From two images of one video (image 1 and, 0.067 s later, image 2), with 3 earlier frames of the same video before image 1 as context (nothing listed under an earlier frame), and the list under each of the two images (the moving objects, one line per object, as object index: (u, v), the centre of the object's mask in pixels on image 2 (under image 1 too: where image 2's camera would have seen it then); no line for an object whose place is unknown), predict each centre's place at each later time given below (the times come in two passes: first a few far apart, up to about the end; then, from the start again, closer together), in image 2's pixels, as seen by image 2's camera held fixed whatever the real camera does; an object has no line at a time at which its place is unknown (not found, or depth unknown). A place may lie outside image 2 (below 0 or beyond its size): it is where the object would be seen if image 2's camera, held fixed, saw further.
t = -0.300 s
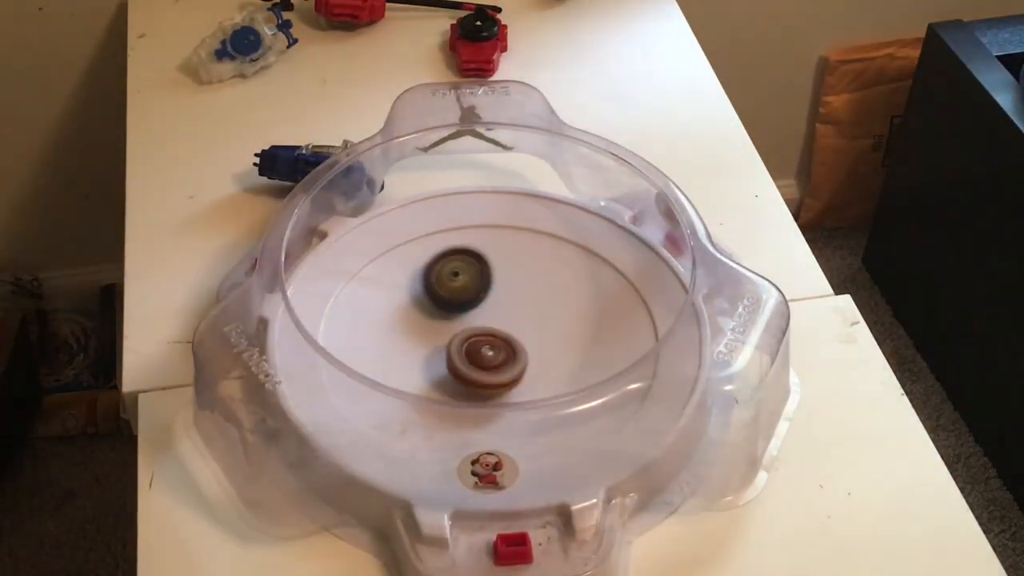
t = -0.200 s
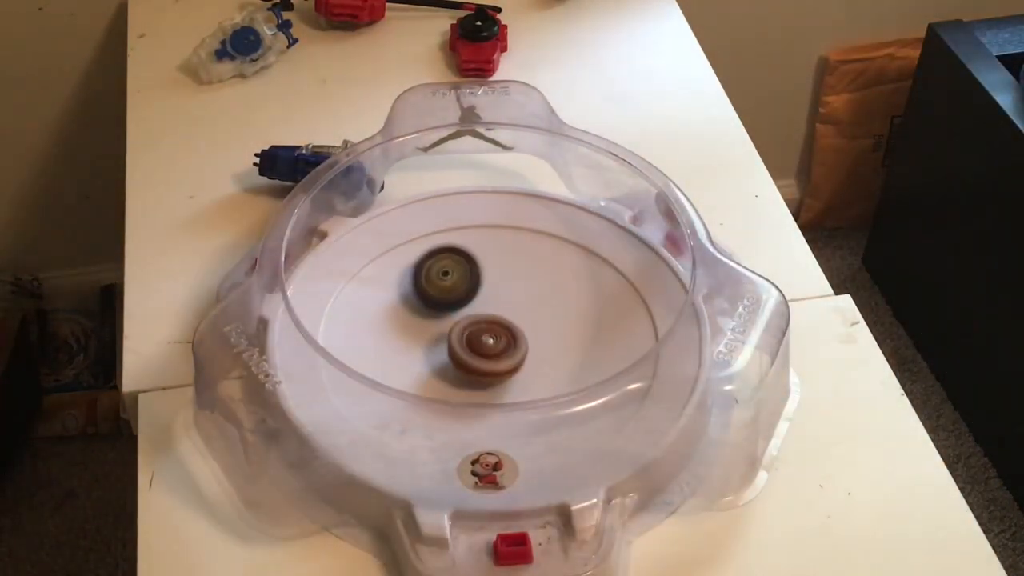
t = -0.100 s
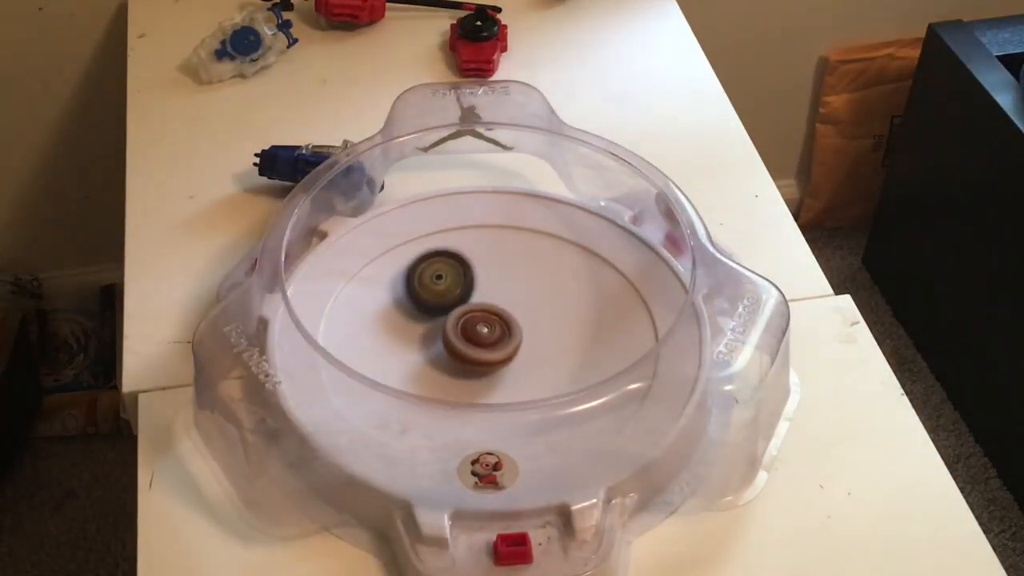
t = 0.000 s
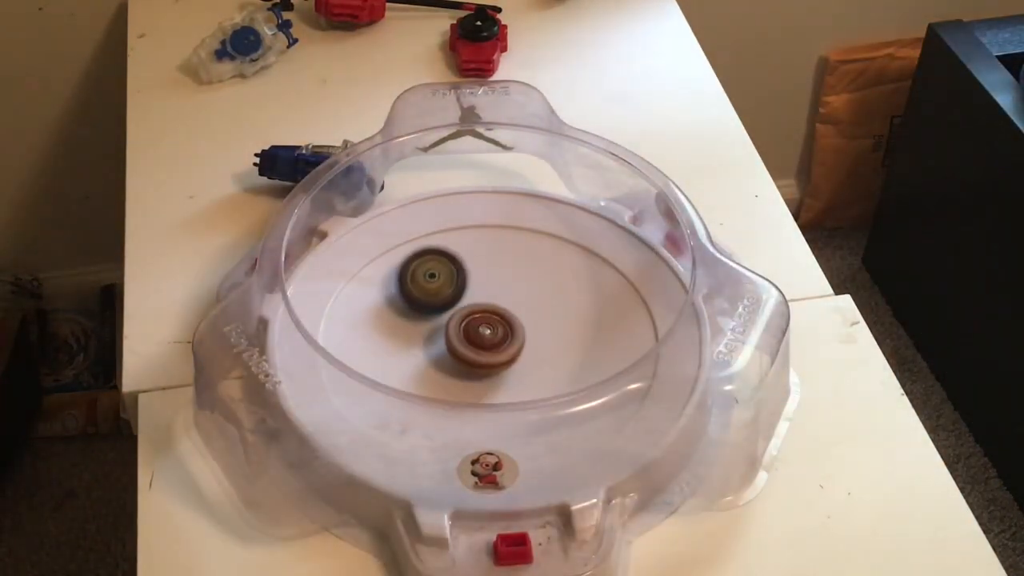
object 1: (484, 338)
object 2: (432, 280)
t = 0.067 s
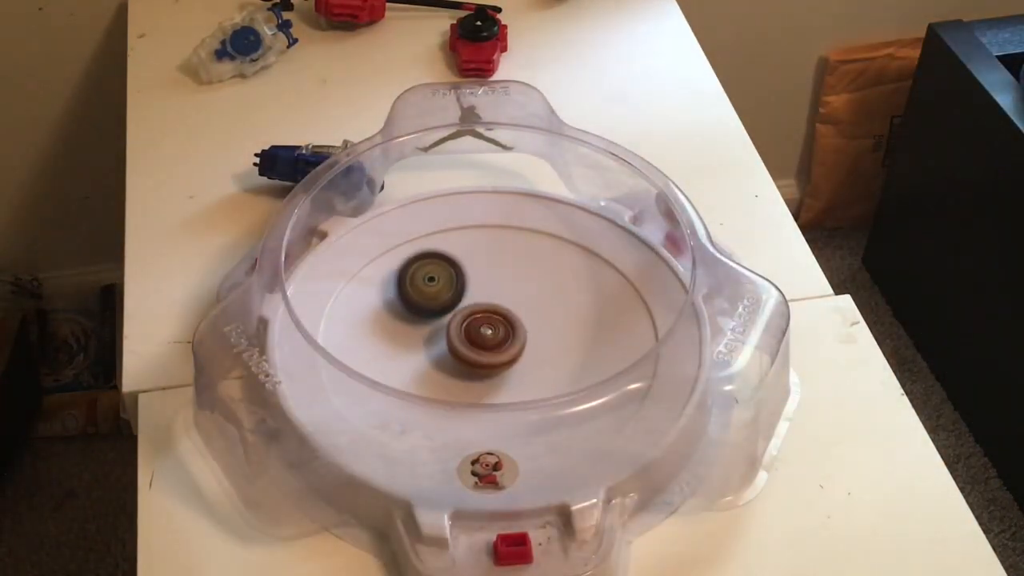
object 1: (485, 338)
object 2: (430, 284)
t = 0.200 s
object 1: (495, 339)
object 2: (425, 295)
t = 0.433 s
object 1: (518, 332)
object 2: (410, 316)
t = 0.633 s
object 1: (499, 325)
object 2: (419, 344)
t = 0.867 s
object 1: (503, 321)
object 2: (419, 365)
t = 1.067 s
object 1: (496, 325)
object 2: (447, 374)
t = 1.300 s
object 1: (514, 314)
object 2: (471, 380)
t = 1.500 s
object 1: (513, 316)
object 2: (499, 379)
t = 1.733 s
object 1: (507, 300)
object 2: (517, 383)
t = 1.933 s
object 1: (487, 304)
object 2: (538, 381)
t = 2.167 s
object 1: (445, 293)
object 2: (540, 381)
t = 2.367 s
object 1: (448, 323)
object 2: (532, 351)
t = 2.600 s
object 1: (388, 307)
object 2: (599, 336)
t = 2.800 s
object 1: (435, 327)
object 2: (552, 324)
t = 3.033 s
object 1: (447, 342)
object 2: (531, 289)
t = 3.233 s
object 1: (463, 343)
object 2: (501, 281)
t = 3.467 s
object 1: (484, 348)
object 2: (460, 281)
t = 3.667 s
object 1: (499, 348)
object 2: (436, 296)
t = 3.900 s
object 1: (505, 351)
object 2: (422, 325)
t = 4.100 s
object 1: (505, 351)
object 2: (421, 349)
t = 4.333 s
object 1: (512, 349)
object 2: (430, 362)
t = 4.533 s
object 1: (530, 338)
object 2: (442, 368)
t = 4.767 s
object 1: (533, 325)
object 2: (462, 374)
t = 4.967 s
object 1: (526, 319)
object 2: (480, 366)
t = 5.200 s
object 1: (515, 307)
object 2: (487, 363)
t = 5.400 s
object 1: (508, 302)
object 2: (487, 360)
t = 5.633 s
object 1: (493, 284)
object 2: (480, 361)
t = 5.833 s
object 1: (490, 285)
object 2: (479, 356)
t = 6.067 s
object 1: (492, 291)
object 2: (473, 355)
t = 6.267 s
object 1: (493, 294)
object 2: (470, 365)
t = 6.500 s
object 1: (499, 306)
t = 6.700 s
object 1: (502, 304)
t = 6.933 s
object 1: (498, 311)
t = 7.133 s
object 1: (496, 300)
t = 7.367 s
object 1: (490, 302)
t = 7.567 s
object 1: (488, 299)
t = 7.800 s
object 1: (485, 303)
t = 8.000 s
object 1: (489, 304)
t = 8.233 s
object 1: (493, 306)
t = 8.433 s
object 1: (496, 301)
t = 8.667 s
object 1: (496, 304)
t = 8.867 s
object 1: (495, 297)
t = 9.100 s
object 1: (492, 304)
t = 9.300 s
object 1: (491, 304)
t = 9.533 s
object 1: (492, 305)
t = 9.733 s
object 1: (492, 303)
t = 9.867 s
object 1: (491, 302)
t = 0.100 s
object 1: (486, 338)
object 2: (431, 288)
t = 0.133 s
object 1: (486, 337)
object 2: (431, 290)
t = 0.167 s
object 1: (488, 338)
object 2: (431, 293)
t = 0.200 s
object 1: (495, 339)
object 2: (425, 295)
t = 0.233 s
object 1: (501, 340)
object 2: (420, 296)
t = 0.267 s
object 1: (506, 341)
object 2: (416, 298)
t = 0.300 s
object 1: (510, 340)
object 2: (413, 300)
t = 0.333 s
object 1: (514, 338)
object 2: (411, 304)
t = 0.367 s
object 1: (516, 336)
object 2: (410, 307)
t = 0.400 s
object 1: (518, 334)
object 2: (409, 312)
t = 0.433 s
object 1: (518, 332)
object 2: (410, 316)
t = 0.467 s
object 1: (517, 330)
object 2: (410, 321)
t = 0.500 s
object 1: (514, 329)
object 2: (411, 325)
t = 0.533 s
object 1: (511, 328)
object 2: (412, 330)
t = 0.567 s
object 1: (508, 327)
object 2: (414, 335)
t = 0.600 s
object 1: (504, 326)
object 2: (417, 340)
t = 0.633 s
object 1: (499, 325)
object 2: (419, 344)
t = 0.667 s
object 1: (497, 324)
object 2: (421, 349)
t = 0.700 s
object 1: (500, 323)
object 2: (417, 354)
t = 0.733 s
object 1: (502, 322)
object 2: (415, 356)
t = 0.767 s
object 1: (504, 321)
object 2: (414, 360)
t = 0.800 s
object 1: (504, 321)
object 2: (414, 362)
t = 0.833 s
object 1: (504, 321)
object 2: (416, 364)
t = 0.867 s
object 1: (503, 321)
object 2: (419, 365)
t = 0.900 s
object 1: (503, 321)
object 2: (422, 367)
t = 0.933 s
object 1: (501, 321)
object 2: (426, 369)
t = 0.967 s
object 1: (501, 322)
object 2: (430, 370)
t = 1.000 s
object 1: (499, 322)
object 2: (435, 372)
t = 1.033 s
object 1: (498, 323)
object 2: (441, 373)
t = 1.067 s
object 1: (496, 325)
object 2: (447, 374)
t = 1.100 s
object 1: (496, 325)
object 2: (452, 375)
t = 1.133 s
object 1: (496, 325)
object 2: (458, 376)
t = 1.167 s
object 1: (500, 321)
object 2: (460, 379)
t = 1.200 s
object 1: (505, 318)
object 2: (462, 378)
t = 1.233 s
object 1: (509, 315)
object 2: (465, 380)
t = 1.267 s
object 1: (511, 314)
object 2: (467, 381)
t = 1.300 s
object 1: (514, 314)
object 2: (471, 380)
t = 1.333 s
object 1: (515, 314)
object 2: (474, 380)
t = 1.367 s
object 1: (516, 314)
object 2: (479, 380)
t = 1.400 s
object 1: (516, 315)
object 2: (484, 378)
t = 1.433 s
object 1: (515, 317)
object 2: (489, 378)
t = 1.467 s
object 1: (514, 318)
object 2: (495, 376)
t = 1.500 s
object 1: (513, 316)
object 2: (499, 379)
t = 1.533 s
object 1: (513, 309)
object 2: (501, 382)
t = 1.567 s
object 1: (512, 303)
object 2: (504, 384)
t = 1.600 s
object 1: (512, 299)
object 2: (507, 385)
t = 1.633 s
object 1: (511, 297)
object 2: (509, 385)
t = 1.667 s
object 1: (510, 296)
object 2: (512, 385)
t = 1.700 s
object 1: (509, 298)
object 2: (514, 384)
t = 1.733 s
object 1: (507, 300)
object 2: (517, 383)
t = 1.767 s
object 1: (506, 304)
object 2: (520, 381)
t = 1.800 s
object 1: (505, 308)
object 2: (522, 379)
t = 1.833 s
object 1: (504, 312)
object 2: (524, 377)
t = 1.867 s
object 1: (502, 317)
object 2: (526, 374)
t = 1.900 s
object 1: (496, 314)
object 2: (531, 375)
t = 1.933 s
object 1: (487, 304)
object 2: (538, 381)
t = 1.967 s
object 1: (480, 295)
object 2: (545, 391)
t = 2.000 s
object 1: (473, 288)
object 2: (548, 397)
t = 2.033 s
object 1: (466, 285)
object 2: (548, 397)
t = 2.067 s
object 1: (458, 284)
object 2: (549, 397)
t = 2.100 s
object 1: (451, 286)
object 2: (547, 396)
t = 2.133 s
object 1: (448, 289)
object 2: (544, 390)
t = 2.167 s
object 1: (445, 293)
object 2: (540, 381)
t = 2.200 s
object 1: (444, 298)
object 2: (537, 378)
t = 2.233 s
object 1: (445, 304)
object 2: (534, 375)
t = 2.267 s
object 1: (448, 310)
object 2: (530, 369)
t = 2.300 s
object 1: (451, 316)
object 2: (527, 363)
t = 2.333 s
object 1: (454, 321)
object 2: (525, 355)
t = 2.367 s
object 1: (448, 323)
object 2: (532, 351)
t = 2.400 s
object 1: (431, 317)
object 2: (554, 352)
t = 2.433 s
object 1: (411, 311)
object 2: (573, 348)
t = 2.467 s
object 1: (398, 306)
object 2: (588, 347)
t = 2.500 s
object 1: (390, 304)
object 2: (598, 344)
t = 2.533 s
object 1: (386, 303)
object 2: (601, 340)
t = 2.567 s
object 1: (385, 304)
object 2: (601, 339)
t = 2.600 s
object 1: (388, 307)
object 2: (599, 336)
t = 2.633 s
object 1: (393, 310)
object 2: (593, 335)
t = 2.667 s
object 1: (399, 313)
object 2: (587, 333)
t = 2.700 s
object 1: (407, 317)
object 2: (580, 331)
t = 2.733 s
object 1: (416, 321)
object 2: (571, 329)
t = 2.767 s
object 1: (425, 324)
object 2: (562, 326)
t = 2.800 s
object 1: (435, 327)
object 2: (552, 324)
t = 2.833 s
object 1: (444, 330)
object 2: (542, 320)
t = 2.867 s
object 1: (452, 332)
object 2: (532, 316)
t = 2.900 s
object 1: (455, 336)
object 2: (528, 311)
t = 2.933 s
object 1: (450, 339)
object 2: (531, 304)
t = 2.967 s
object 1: (447, 341)
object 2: (533, 298)
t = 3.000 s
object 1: (446, 342)
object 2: (532, 293)
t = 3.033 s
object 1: (447, 342)
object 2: (531, 289)
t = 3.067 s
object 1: (448, 343)
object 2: (527, 286)
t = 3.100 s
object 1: (450, 343)
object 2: (522, 284)
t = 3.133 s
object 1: (453, 343)
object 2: (518, 283)
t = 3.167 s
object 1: (456, 343)
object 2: (512, 282)
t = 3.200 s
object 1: (460, 343)
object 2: (507, 282)
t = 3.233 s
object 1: (463, 343)
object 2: (501, 281)
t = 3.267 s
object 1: (466, 344)
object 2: (495, 281)
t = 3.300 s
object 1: (470, 342)
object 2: (489, 280)
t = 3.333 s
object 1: (473, 342)
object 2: (482, 280)
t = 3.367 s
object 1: (476, 343)
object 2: (476, 280)
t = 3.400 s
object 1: (478, 344)
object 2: (470, 280)
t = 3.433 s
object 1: (482, 345)
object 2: (465, 280)
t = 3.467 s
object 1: (484, 348)
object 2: (460, 281)
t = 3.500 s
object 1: (488, 346)
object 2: (455, 283)
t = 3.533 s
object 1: (491, 346)
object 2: (451, 284)
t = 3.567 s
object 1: (493, 347)
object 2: (447, 287)
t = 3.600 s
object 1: (494, 349)
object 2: (443, 289)
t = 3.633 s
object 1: (497, 350)
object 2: (440, 292)
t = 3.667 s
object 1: (499, 348)
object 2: (436, 296)
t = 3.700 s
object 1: (500, 349)
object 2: (434, 299)
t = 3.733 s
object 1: (501, 349)
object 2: (431, 303)
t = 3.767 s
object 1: (502, 350)
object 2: (429, 307)
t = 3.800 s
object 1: (503, 350)
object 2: (426, 311)
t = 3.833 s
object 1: (504, 351)
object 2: (425, 316)
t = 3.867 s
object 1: (504, 351)
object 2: (423, 320)
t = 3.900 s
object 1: (505, 351)
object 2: (422, 325)
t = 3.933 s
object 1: (505, 351)
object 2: (421, 329)
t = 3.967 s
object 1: (505, 351)
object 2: (421, 333)
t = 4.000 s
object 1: (504, 351)
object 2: (420, 338)
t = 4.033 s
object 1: (504, 351)
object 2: (421, 342)
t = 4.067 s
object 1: (504, 351)
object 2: (421, 346)
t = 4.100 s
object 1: (505, 351)
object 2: (421, 349)
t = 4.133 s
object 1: (505, 350)
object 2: (422, 352)
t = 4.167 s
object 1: (507, 350)
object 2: (421, 356)
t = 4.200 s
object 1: (511, 350)
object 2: (419, 357)
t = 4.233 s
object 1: (513, 350)
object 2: (420, 358)
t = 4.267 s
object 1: (513, 349)
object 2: (422, 359)
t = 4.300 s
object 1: (513, 349)
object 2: (425, 361)
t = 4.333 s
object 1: (512, 349)
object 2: (430, 362)
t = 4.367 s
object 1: (512, 348)
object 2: (435, 363)
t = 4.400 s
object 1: (514, 348)
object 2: (437, 365)
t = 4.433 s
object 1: (522, 344)
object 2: (435, 365)
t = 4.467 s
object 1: (527, 341)
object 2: (436, 366)
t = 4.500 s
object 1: (530, 339)
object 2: (438, 367)
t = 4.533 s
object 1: (530, 338)
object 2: (442, 368)
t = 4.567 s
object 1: (530, 337)
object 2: (446, 368)
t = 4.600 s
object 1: (529, 336)
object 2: (451, 369)
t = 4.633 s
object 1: (528, 336)
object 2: (456, 369)
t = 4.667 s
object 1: (526, 335)
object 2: (461, 370)
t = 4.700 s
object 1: (527, 333)
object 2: (463, 370)
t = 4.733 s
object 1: (531, 329)
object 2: (461, 374)
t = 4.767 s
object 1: (533, 325)
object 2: (462, 374)
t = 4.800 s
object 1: (533, 323)
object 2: (463, 374)
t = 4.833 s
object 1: (532, 321)
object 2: (465, 373)
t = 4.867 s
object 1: (531, 321)
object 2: (469, 372)
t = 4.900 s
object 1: (529, 320)
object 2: (473, 370)
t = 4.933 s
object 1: (527, 320)
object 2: (477, 367)
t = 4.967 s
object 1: (526, 319)
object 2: (480, 366)
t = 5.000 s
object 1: (524, 316)
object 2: (481, 367)
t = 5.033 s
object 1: (523, 314)
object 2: (483, 366)
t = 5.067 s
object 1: (521, 312)
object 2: (484, 366)
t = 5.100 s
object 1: (520, 311)
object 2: (484, 366)
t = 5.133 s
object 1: (518, 310)
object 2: (485, 366)
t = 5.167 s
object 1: (517, 309)
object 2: (485, 364)
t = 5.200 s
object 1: (515, 307)
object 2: (487, 363)
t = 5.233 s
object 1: (513, 306)
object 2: (487, 363)
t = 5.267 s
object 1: (512, 305)
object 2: (488, 361)
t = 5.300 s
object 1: (511, 304)
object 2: (488, 361)
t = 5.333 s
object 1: (510, 303)
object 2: (488, 363)
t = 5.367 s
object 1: (509, 302)
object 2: (488, 363)
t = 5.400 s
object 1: (508, 302)
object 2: (487, 360)
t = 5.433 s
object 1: (507, 301)
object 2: (487, 360)
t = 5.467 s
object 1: (507, 297)
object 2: (485, 365)
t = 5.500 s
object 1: (504, 292)
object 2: (483, 365)
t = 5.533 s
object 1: (501, 289)
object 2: (481, 366)
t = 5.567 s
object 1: (498, 286)
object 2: (481, 365)
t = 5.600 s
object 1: (495, 285)
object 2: (481, 363)
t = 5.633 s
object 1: (493, 284)
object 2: (480, 361)
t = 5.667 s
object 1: (492, 284)
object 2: (480, 359)
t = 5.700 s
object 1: (491, 285)
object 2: (481, 356)
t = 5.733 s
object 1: (490, 286)
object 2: (481, 354)
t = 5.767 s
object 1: (489, 287)
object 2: (481, 351)
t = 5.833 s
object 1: (490, 285)
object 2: (479, 356)
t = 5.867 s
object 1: (491, 285)
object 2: (477, 356)
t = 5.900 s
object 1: (491, 285)
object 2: (476, 357)
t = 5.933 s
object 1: (491, 287)
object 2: (476, 356)
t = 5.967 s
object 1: (491, 289)
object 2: (475, 355)
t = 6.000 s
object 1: (491, 290)
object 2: (475, 353)
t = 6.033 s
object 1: (491, 292)
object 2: (474, 352)
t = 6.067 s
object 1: (492, 291)
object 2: (473, 355)
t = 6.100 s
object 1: (493, 288)
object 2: (471, 361)
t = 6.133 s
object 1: (493, 287)
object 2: (470, 364)
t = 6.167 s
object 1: (494, 288)
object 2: (470, 366)
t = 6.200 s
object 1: (494, 290)
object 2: (470, 366)
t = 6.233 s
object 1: (493, 292)
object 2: (470, 366)
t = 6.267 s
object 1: (493, 294)
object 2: (470, 365)
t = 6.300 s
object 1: (493, 297)
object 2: (470, 364)
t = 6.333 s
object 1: (493, 300)
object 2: (471, 363)
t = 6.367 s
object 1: (493, 301)
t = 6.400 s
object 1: (495, 303)
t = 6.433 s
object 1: (496, 304)
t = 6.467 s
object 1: (498, 305)
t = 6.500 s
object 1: (499, 306)
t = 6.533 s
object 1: (499, 308)
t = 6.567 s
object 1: (500, 308)
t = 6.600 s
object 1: (501, 304)
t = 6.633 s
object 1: (502, 304)
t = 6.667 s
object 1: (502, 304)
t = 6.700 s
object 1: (502, 304)
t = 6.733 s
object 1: (503, 303)
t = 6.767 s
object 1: (502, 305)
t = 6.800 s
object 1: (502, 306)
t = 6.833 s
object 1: (500, 310)
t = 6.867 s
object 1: (499, 312)
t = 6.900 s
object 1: (498, 313)
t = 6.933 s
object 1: (498, 311)
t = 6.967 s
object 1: (496, 311)
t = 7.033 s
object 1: (495, 312)
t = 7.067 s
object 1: (495, 310)
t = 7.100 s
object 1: (497, 303)
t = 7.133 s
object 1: (496, 300)
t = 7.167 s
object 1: (495, 299)
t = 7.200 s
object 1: (495, 298)
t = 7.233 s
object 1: (494, 298)
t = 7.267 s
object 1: (493, 299)
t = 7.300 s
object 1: (492, 300)
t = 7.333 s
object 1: (491, 301)
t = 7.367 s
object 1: (490, 302)
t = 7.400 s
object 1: (489, 301)
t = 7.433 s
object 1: (489, 301)
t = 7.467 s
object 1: (488, 300)
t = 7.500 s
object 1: (488, 300)
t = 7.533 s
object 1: (488, 300)
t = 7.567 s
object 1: (488, 299)
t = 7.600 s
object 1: (487, 298)
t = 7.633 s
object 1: (486, 298)
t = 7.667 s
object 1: (486, 299)
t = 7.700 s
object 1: (485, 300)
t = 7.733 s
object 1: (485, 301)
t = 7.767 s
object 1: (485, 302)
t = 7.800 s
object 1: (485, 303)
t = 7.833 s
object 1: (486, 303)
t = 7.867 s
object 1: (486, 304)
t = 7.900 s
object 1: (487, 304)
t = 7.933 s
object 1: (487, 303)
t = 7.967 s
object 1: (488, 303)
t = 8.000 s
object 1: (489, 304)
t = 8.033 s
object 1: (490, 305)
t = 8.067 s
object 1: (490, 306)
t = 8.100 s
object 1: (491, 307)
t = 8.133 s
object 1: (492, 305)
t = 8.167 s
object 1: (492, 306)
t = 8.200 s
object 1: (492, 306)
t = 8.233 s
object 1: (493, 306)
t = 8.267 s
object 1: (493, 307)
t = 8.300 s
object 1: (493, 308)
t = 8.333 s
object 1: (494, 307)
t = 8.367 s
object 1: (495, 305)
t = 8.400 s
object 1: (496, 302)
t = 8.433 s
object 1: (496, 301)
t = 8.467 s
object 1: (496, 303)
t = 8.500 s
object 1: (496, 304)
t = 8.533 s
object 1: (495, 307)
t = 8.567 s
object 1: (496, 306)
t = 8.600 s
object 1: (496, 305)
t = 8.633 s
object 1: (496, 304)
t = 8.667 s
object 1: (496, 304)
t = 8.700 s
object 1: (495, 305)
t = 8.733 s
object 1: (494, 305)
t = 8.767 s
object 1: (495, 304)
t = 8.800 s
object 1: (496, 299)
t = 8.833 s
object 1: (495, 299)
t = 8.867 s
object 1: (495, 297)
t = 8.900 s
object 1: (496, 298)
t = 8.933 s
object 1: (496, 297)
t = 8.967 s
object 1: (495, 298)
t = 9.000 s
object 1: (495, 299)
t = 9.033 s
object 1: (494, 301)
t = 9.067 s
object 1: (493, 302)
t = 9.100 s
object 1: (492, 304)
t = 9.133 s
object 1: (492, 303)
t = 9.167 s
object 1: (491, 303)
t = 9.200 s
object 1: (491, 304)
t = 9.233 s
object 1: (491, 304)
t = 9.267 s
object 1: (491, 305)
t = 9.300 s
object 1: (491, 304)
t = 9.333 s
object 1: (492, 304)
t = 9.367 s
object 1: (492, 305)
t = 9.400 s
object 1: (491, 305)
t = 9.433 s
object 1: (492, 304)
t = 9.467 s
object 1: (491, 305)
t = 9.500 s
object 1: (491, 306)
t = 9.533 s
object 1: (492, 305)
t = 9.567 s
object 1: (492, 304)
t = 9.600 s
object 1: (491, 305)
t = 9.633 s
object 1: (491, 305)
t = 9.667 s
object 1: (491, 304)
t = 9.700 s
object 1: (491, 303)
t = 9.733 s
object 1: (492, 303)
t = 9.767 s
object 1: (492, 303)
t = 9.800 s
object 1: (491, 304)
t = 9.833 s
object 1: (491, 305)
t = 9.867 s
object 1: (491, 302)
